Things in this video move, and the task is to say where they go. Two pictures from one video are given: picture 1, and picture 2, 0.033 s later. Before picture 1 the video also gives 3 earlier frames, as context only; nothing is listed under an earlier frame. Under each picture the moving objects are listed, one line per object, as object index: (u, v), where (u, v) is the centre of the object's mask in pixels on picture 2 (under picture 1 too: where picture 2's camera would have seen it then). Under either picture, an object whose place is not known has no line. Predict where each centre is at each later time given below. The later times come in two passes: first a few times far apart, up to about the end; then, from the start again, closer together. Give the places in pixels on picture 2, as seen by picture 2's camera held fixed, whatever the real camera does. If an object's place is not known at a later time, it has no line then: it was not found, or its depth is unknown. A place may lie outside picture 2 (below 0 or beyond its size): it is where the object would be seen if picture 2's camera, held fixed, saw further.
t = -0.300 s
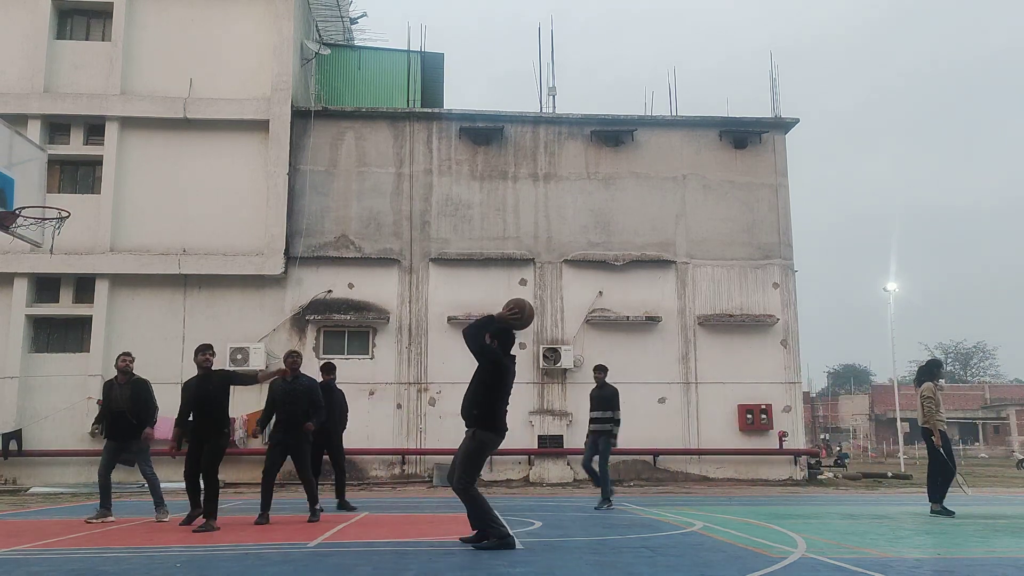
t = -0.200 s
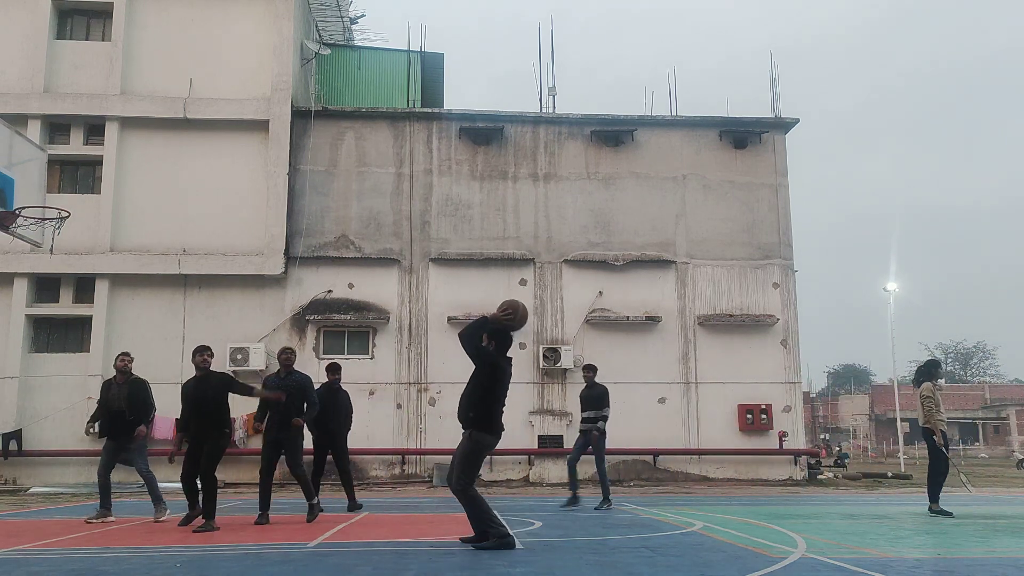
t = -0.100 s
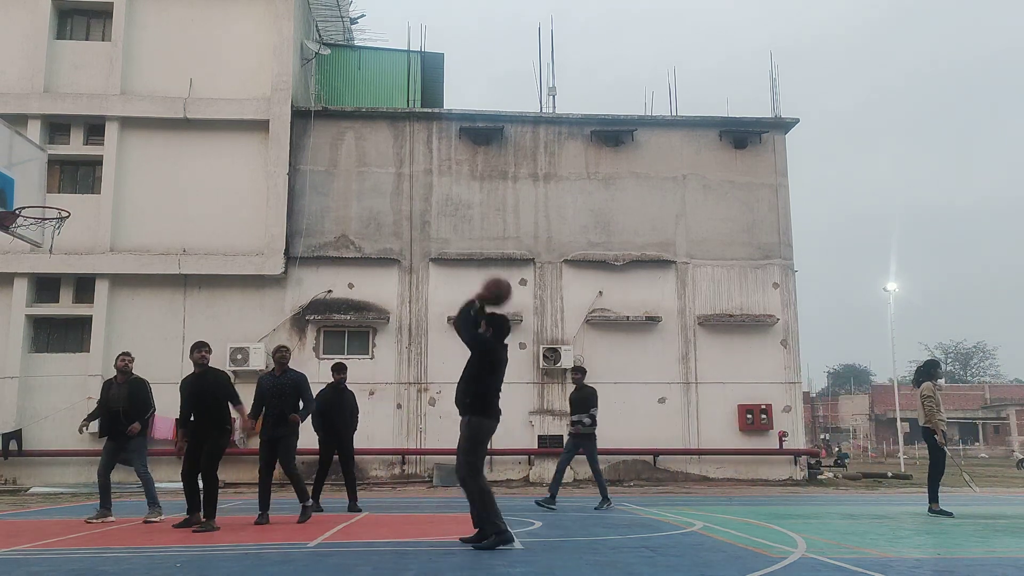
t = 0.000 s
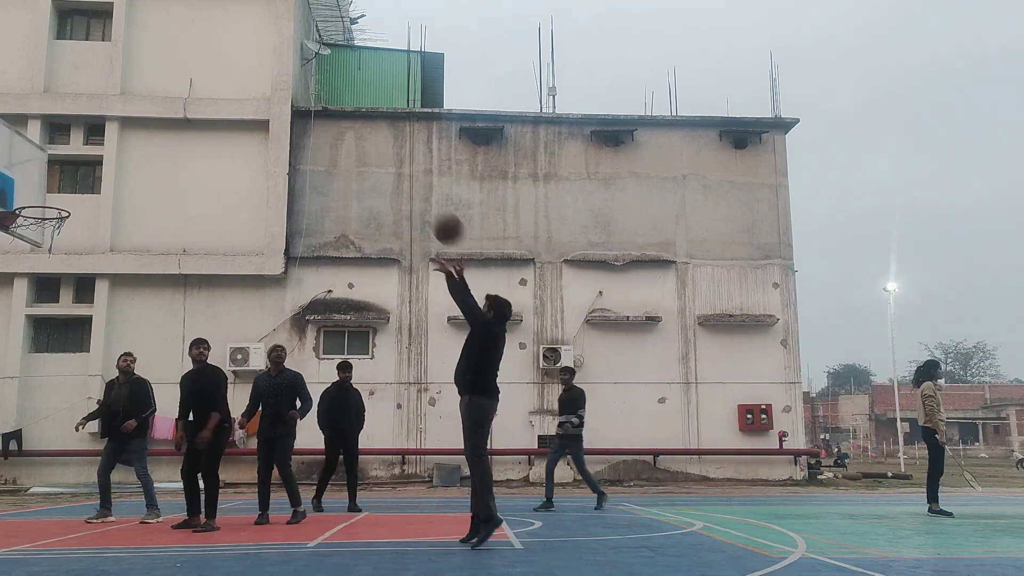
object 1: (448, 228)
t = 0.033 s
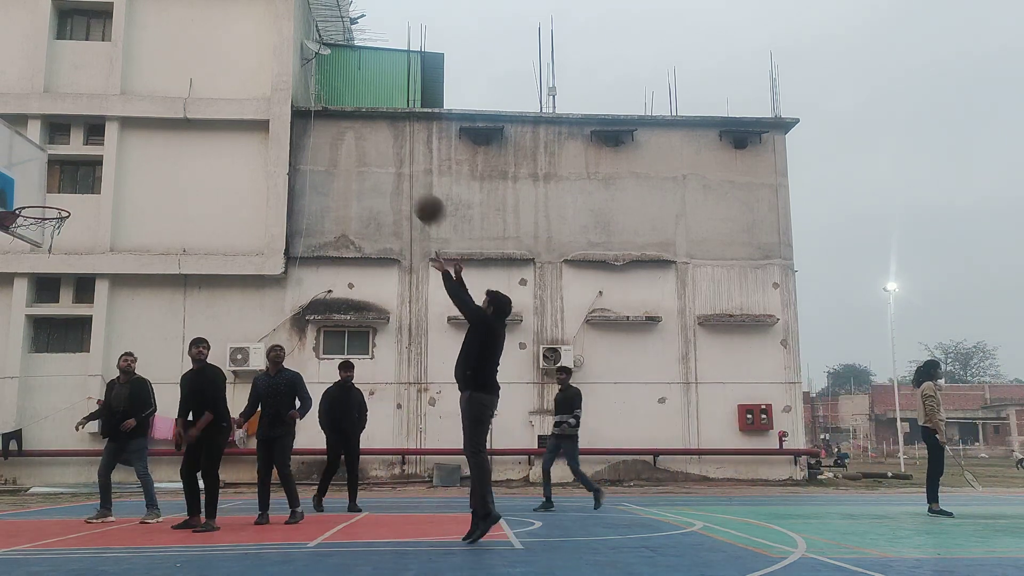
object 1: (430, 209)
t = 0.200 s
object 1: (344, 137)
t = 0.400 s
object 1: (253, 98)
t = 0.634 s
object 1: (158, 107)
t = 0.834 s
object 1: (80, 156)
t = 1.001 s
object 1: (45, 211)
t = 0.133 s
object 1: (377, 161)
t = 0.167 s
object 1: (361, 149)
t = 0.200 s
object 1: (344, 137)
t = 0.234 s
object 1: (328, 127)
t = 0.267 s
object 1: (313, 119)
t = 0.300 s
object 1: (298, 112)
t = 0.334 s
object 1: (283, 106)
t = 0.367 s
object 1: (268, 102)
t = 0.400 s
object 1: (253, 98)
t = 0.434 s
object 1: (240, 96)
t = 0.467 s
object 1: (225, 95)
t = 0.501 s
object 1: (212, 96)
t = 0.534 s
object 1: (198, 97)
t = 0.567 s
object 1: (184, 99)
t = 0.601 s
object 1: (171, 103)
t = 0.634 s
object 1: (158, 107)
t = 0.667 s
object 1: (144, 113)
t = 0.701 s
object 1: (131, 120)
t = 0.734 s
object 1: (118, 127)
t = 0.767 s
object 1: (105, 135)
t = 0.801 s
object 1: (93, 144)
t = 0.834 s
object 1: (80, 156)
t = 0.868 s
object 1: (70, 166)
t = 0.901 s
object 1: (55, 177)
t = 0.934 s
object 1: (42, 191)
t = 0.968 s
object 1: (32, 204)
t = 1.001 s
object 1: (45, 211)
